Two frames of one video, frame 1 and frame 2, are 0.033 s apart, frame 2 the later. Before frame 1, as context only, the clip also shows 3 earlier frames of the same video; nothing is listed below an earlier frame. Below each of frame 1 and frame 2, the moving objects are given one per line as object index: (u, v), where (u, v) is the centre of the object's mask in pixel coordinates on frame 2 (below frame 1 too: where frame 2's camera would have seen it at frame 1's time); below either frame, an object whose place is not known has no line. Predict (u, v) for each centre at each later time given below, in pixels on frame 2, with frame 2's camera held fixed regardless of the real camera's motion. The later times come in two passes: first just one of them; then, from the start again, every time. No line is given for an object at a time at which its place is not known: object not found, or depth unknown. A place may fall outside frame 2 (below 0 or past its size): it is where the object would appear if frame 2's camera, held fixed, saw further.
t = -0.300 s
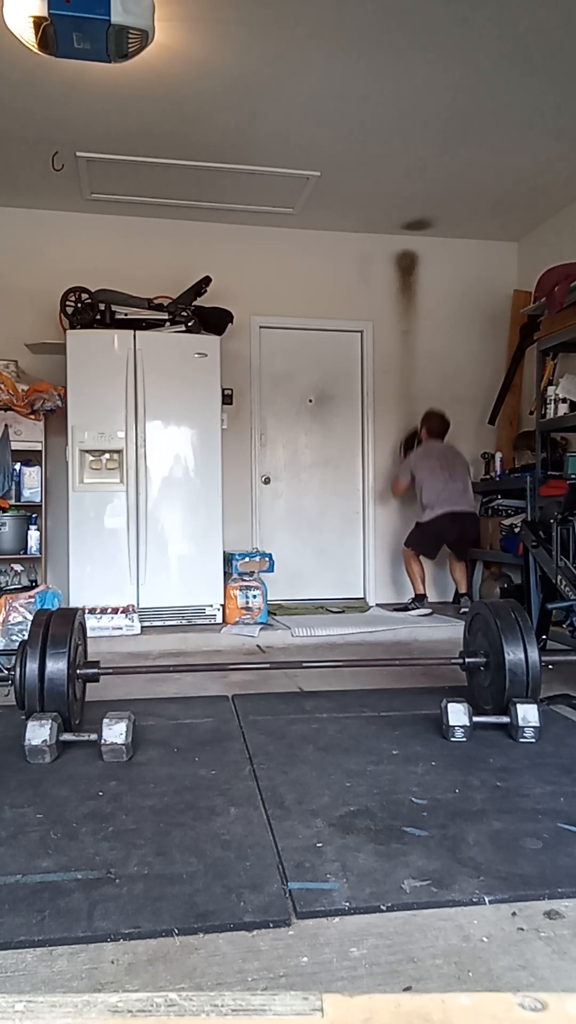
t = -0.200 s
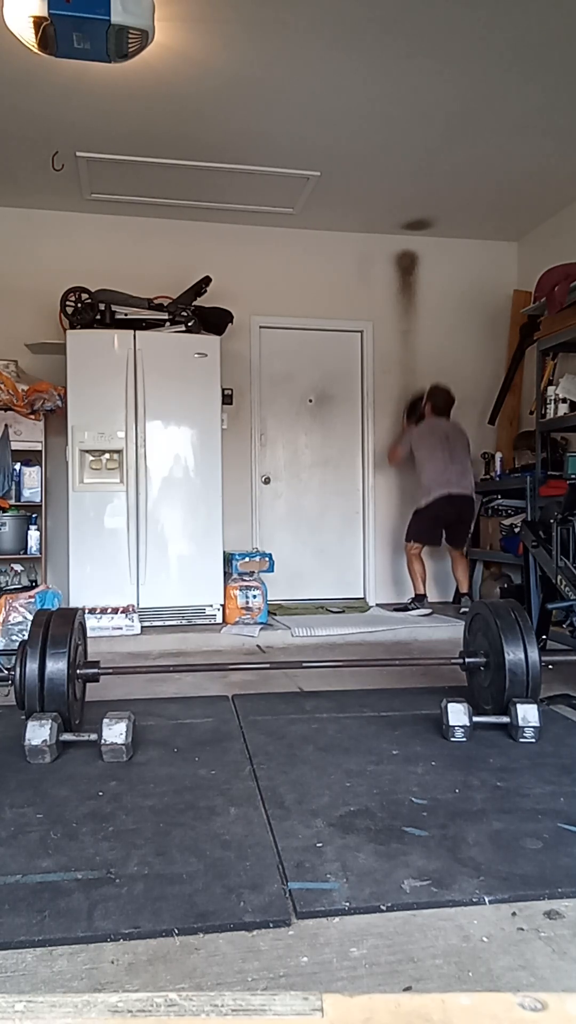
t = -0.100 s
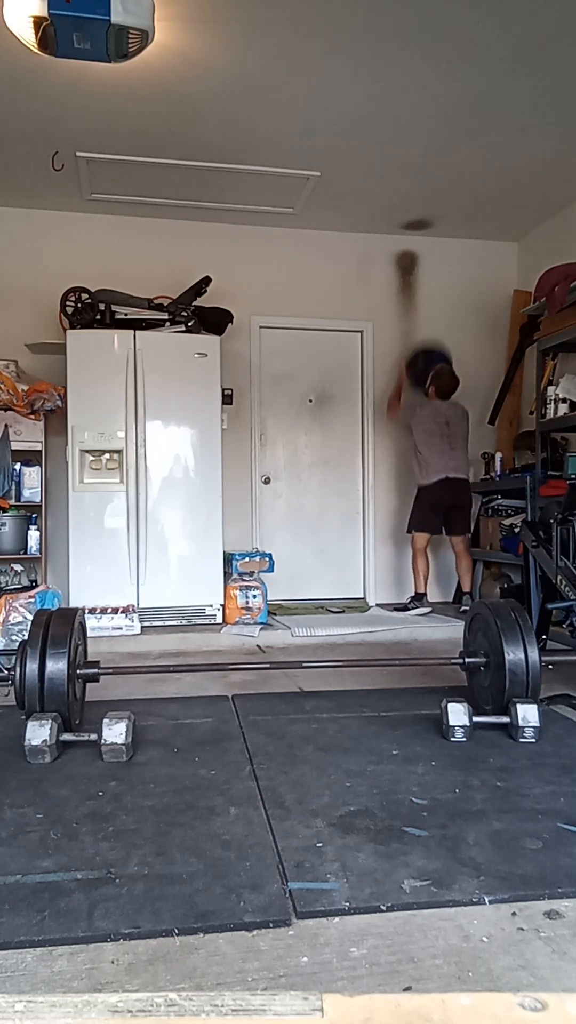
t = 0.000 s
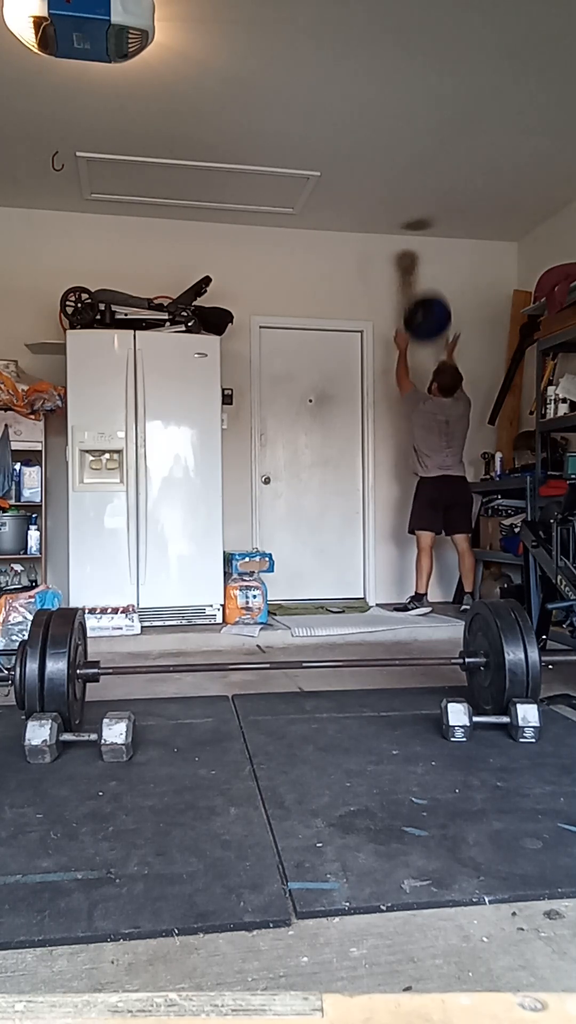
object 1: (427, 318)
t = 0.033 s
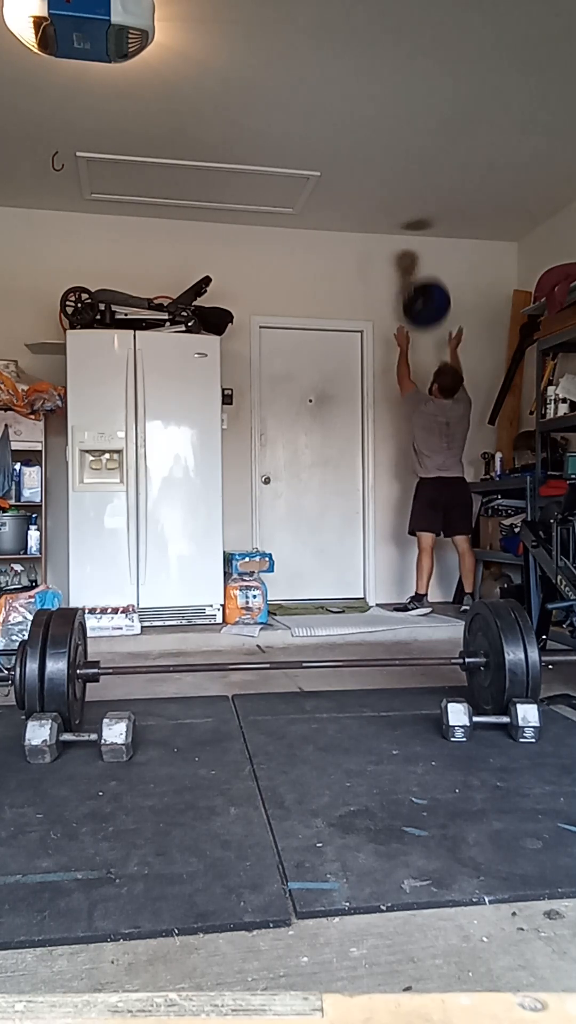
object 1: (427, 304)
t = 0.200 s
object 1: (422, 257)
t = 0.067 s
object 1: (426, 292)
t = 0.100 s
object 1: (425, 281)
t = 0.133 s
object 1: (424, 271)
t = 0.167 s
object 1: (423, 264)
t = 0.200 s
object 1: (422, 257)
